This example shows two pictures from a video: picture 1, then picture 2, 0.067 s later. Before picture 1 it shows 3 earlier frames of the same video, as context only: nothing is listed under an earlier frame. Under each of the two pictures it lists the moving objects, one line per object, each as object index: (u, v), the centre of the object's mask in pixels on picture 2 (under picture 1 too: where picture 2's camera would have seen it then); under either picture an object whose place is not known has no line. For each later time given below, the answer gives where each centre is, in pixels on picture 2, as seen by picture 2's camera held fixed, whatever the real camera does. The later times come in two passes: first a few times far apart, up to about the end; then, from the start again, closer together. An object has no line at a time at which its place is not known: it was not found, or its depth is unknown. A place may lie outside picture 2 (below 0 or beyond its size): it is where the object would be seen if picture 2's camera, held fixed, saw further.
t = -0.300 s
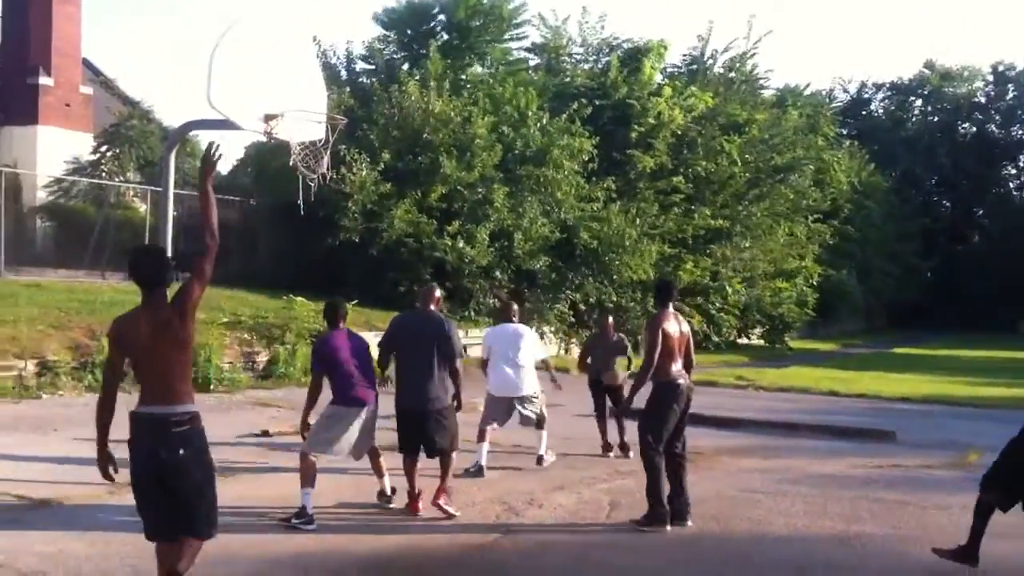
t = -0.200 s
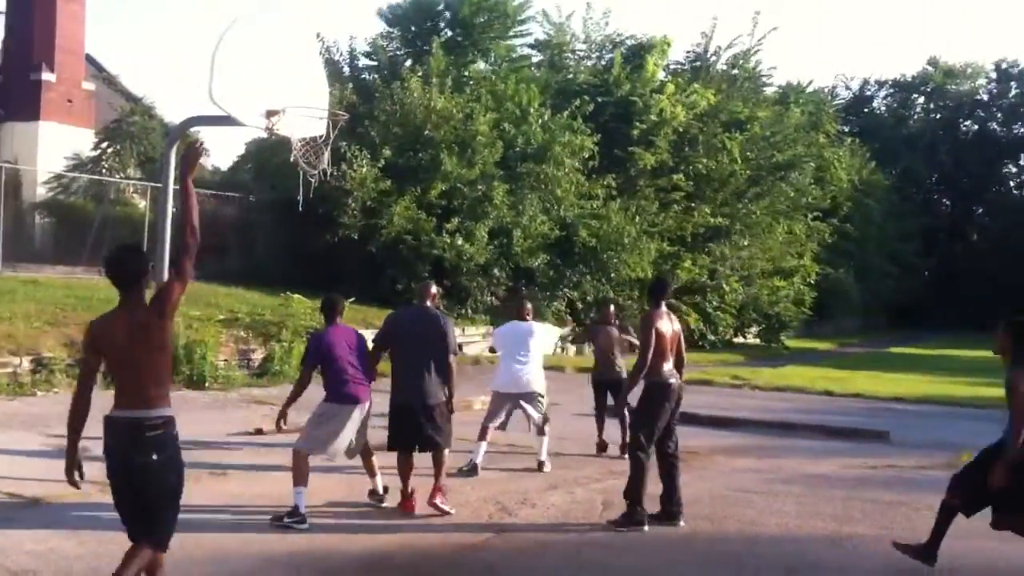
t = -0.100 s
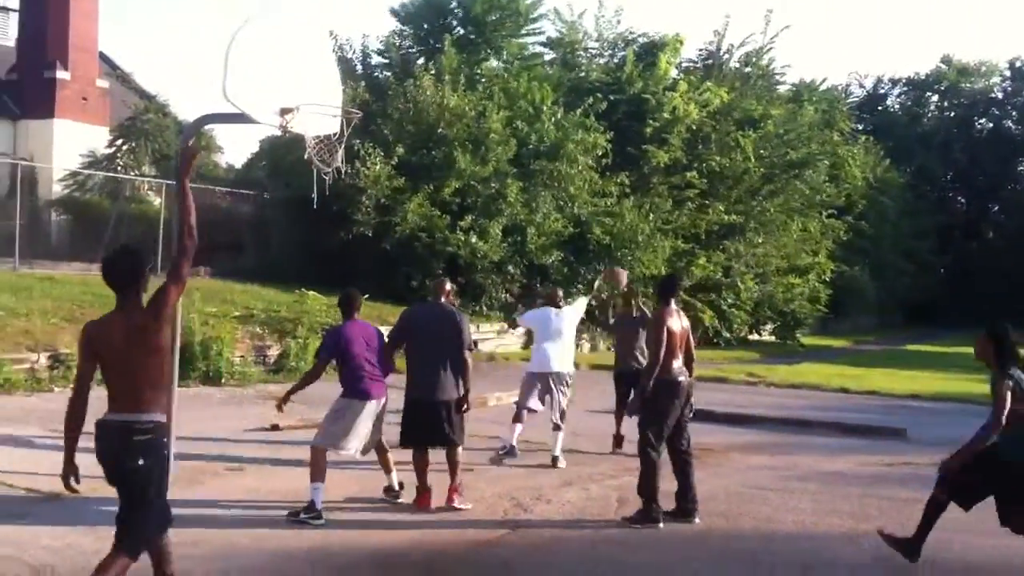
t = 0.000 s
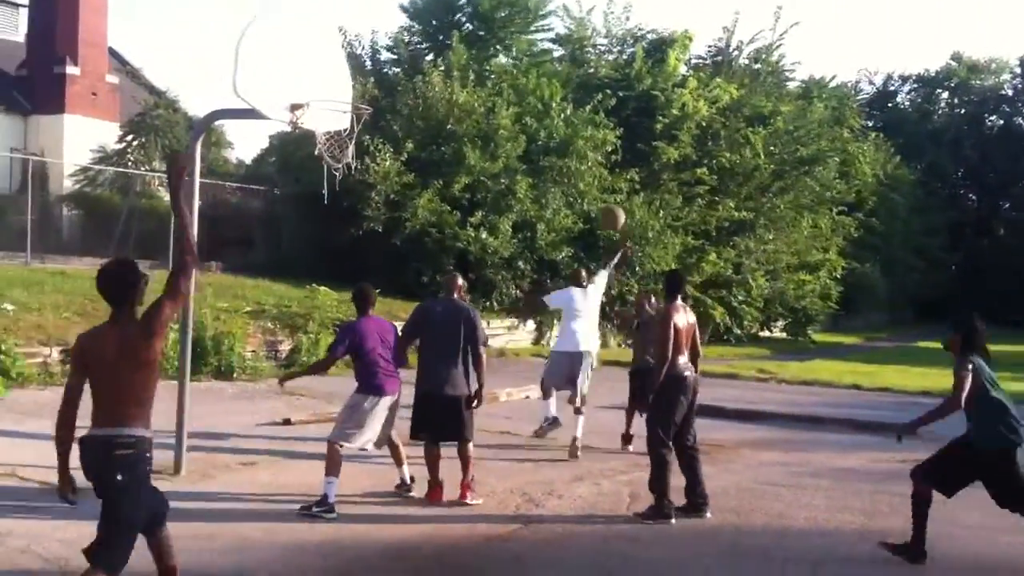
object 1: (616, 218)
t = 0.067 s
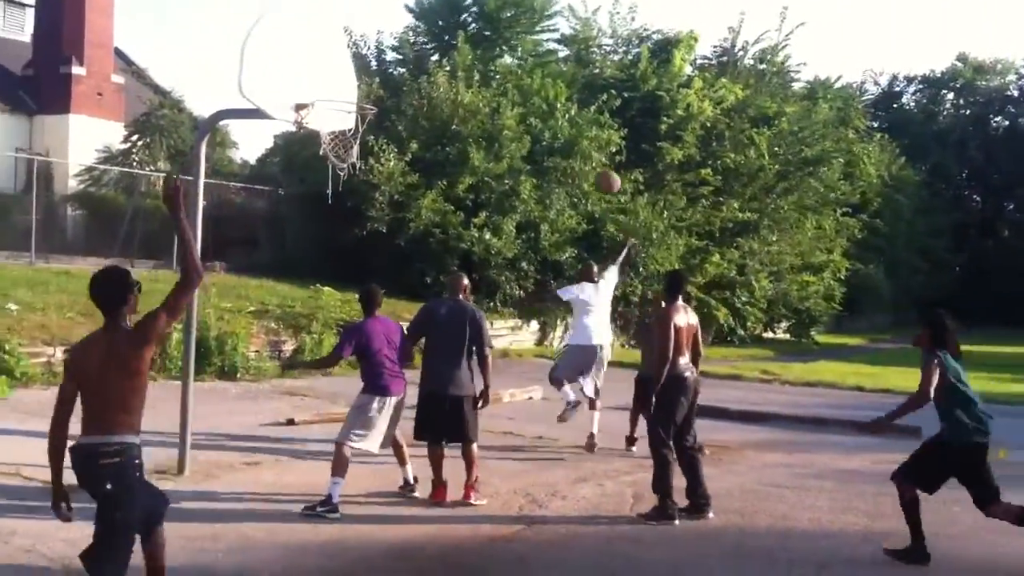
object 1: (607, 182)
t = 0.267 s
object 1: (576, 89)
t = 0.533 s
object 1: (516, 5)
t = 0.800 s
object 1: (424, 5)
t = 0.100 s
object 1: (602, 167)
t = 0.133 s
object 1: (600, 151)
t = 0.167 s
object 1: (594, 135)
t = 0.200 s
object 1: (586, 116)
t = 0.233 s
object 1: (581, 102)
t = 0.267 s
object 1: (576, 89)
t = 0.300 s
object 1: (568, 73)
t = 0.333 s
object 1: (563, 63)
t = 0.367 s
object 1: (557, 49)
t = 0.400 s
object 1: (548, 39)
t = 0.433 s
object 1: (537, 28)
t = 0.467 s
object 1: (530, 20)
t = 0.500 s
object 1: (526, 13)
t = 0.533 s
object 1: (516, 5)
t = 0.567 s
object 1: (508, -2)
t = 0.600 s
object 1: (494, -6)
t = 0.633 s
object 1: (484, -10)
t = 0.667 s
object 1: (472, -14)
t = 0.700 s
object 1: (462, -13)
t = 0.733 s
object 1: (448, -9)
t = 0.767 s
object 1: (435, -4)
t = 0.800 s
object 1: (424, 5)
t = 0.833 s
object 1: (407, 11)
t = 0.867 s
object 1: (390, 26)
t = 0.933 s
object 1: (361, 56)
